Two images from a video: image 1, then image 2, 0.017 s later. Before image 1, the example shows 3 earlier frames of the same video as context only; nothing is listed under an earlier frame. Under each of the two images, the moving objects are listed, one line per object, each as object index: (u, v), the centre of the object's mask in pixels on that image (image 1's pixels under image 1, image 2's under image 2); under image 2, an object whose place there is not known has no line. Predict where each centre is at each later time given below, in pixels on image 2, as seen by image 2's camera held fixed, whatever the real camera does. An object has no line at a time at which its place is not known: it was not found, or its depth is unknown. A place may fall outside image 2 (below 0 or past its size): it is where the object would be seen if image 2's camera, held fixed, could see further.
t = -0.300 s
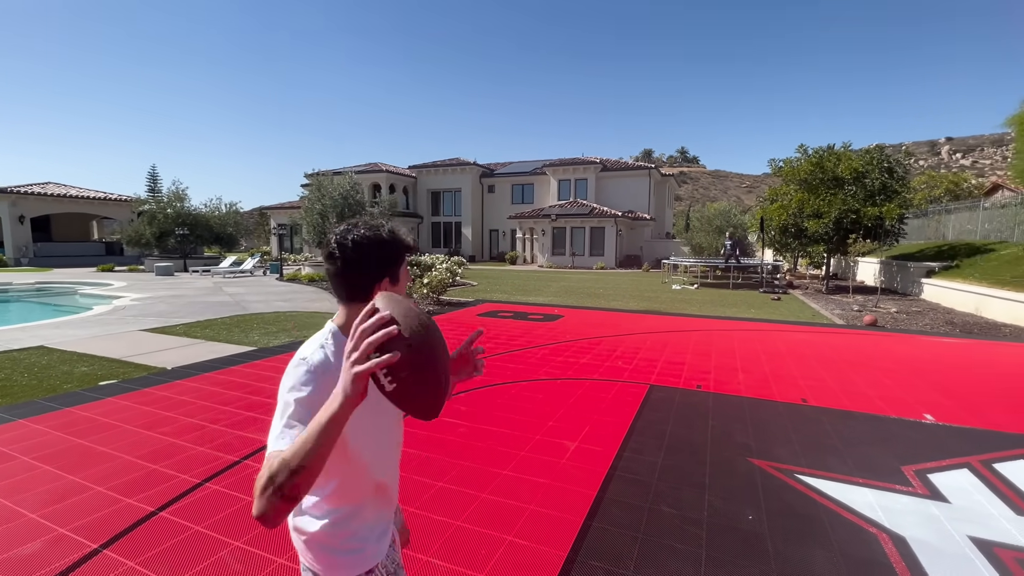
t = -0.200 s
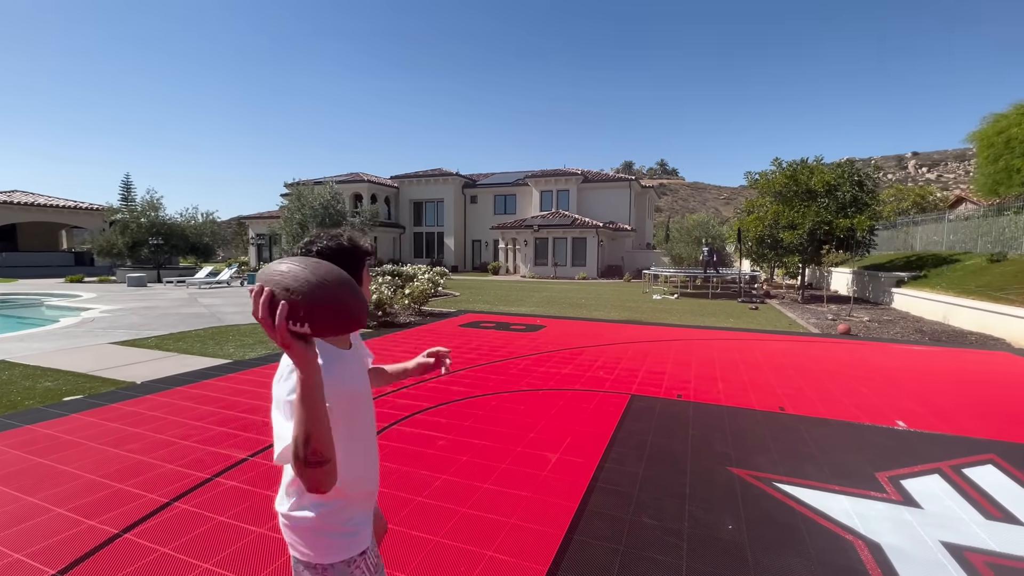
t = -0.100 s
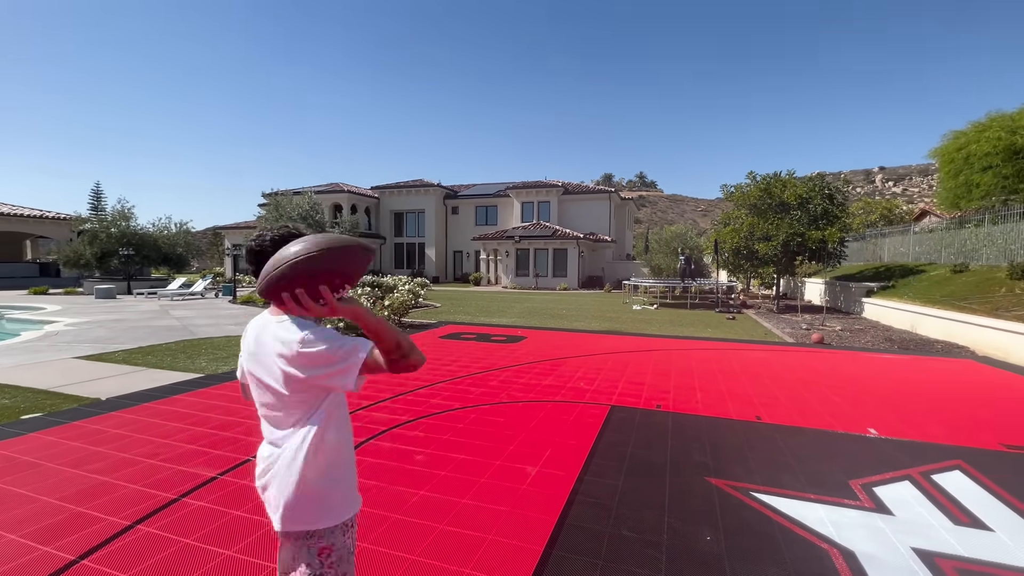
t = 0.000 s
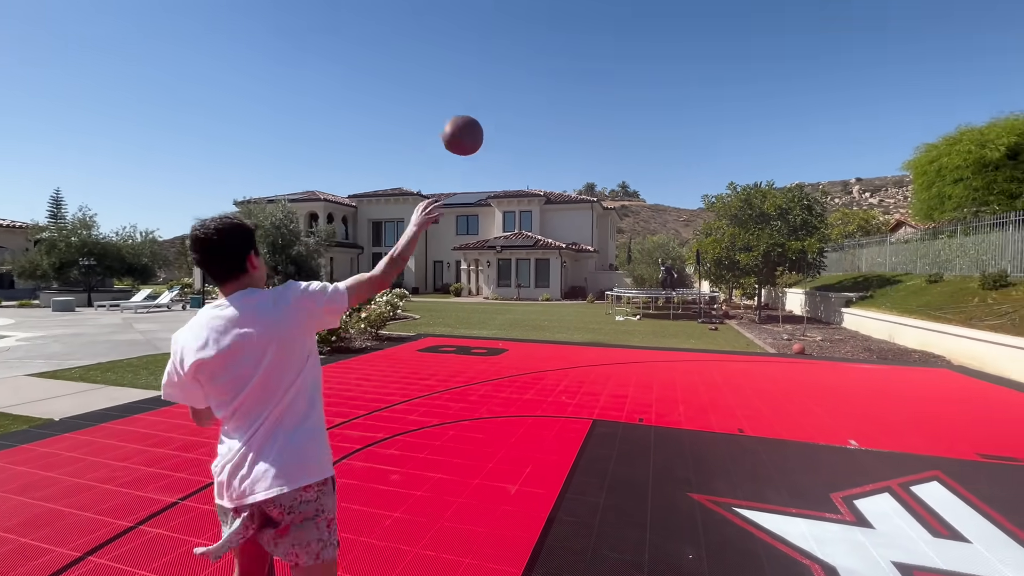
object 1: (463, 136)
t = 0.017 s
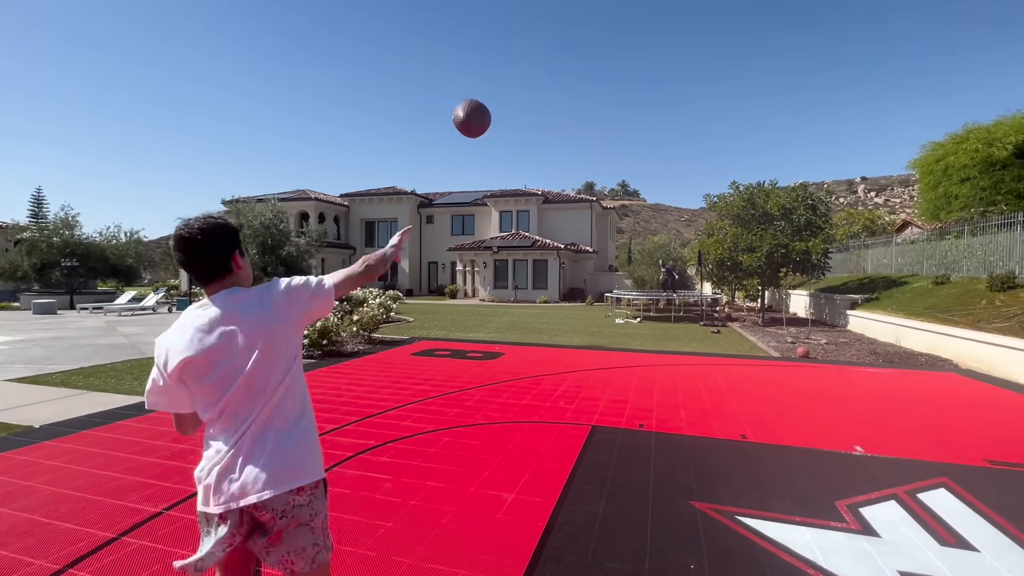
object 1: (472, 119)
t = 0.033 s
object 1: (483, 111)
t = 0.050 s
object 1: (493, 102)
